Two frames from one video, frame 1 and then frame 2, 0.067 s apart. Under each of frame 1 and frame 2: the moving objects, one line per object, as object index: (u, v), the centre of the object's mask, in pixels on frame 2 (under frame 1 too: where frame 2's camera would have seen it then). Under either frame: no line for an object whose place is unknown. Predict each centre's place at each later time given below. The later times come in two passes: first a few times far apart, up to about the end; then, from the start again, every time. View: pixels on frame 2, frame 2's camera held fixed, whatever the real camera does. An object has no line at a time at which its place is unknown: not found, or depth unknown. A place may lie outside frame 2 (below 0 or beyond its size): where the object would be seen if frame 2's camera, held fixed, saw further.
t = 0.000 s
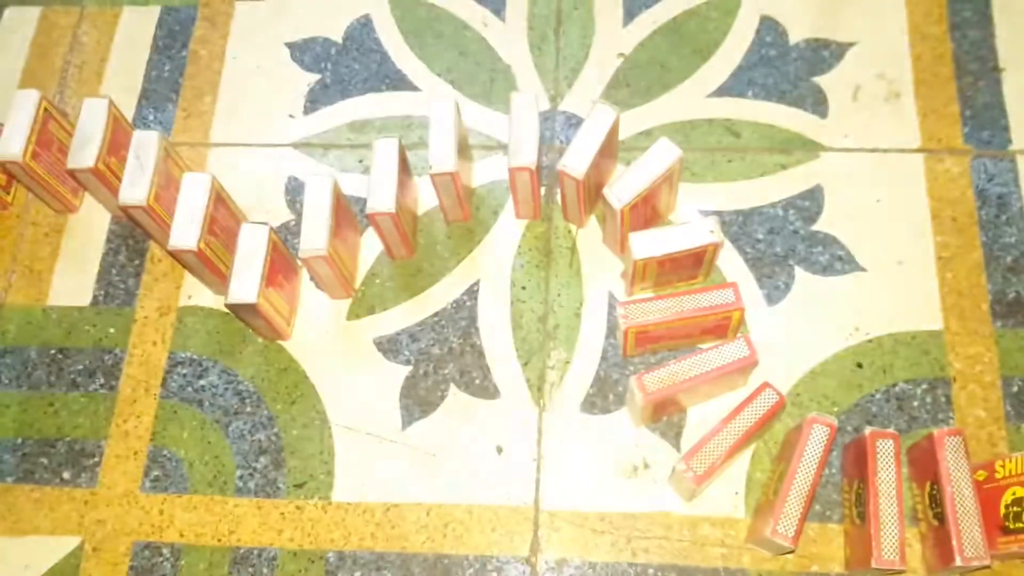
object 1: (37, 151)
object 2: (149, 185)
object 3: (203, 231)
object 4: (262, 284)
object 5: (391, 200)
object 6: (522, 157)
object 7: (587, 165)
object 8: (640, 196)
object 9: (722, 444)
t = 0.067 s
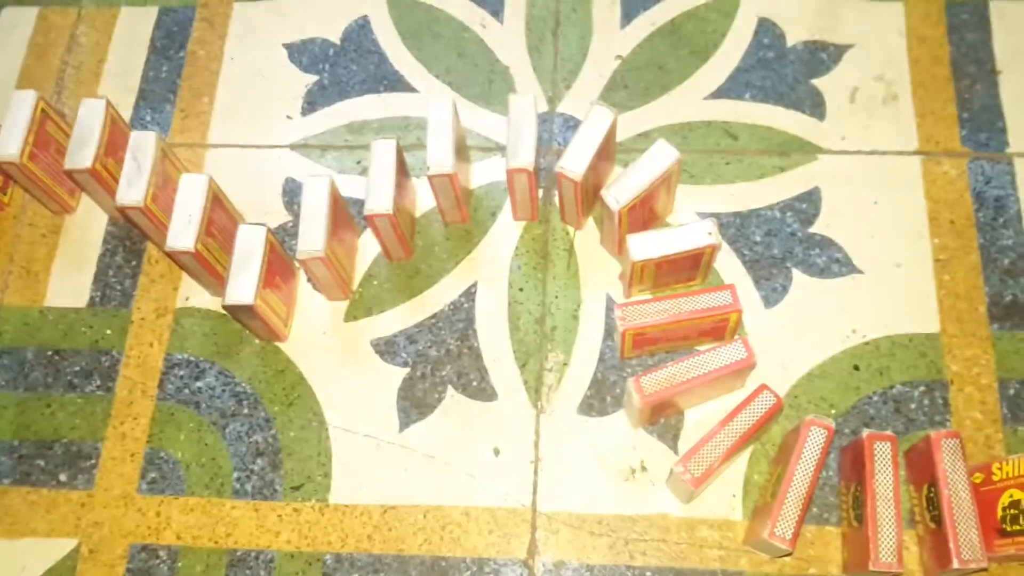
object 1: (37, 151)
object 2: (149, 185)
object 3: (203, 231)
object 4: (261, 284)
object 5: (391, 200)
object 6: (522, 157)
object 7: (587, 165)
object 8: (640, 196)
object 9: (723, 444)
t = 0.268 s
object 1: (36, 152)
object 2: (149, 186)
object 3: (203, 232)
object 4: (262, 285)
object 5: (390, 201)
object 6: (522, 158)
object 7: (586, 165)
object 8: (639, 197)
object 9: (722, 444)
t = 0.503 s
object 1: (71, 149)
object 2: (150, 185)
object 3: (204, 232)
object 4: (262, 284)
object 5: (392, 200)
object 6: (524, 157)
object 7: (588, 165)
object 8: (640, 197)
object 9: (723, 443)
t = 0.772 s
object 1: (116, 162)
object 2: (215, 219)
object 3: (267, 258)
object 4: (314, 299)
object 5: (407, 190)
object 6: (522, 158)
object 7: (586, 166)
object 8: (639, 197)
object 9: (723, 444)
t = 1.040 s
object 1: (116, 162)
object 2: (217, 220)
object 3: (272, 262)
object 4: (333, 307)
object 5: (462, 183)
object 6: (584, 160)
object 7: (635, 187)
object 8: (665, 222)
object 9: (723, 444)
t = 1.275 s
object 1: (116, 162)
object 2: (217, 220)
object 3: (271, 262)
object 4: (332, 307)
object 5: (463, 183)
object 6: (591, 164)
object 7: (645, 200)
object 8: (682, 258)
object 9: (753, 490)
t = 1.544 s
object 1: (116, 162)
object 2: (217, 220)
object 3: (272, 262)
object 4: (332, 307)
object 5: (462, 184)
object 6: (590, 165)
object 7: (645, 200)
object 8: (682, 258)
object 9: (754, 490)
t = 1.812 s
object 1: (117, 162)
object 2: (218, 220)
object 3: (272, 262)
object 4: (333, 307)
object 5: (463, 184)
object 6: (591, 165)
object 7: (646, 200)
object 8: (683, 259)
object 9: (754, 490)
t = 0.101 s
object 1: (37, 151)
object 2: (148, 185)
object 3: (202, 231)
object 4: (261, 284)
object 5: (390, 200)
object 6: (521, 157)
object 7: (586, 164)
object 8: (639, 196)
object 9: (722, 444)
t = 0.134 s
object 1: (36, 151)
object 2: (148, 185)
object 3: (202, 231)
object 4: (261, 284)
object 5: (389, 200)
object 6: (521, 156)
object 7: (585, 164)
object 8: (639, 196)
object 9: (722, 444)
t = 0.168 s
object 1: (36, 152)
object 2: (149, 186)
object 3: (203, 231)
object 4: (261, 284)
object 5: (390, 200)
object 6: (522, 157)
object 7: (586, 165)
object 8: (639, 196)
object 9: (722, 444)
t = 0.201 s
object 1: (36, 152)
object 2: (149, 186)
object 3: (203, 232)
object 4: (261, 284)
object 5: (390, 201)
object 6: (522, 157)
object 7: (586, 165)
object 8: (639, 197)
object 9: (722, 444)
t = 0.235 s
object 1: (36, 152)
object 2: (149, 186)
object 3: (203, 232)
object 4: (261, 285)
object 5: (390, 201)
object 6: (522, 157)
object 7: (586, 165)
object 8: (639, 197)
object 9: (722, 444)
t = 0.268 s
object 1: (36, 152)
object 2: (149, 186)
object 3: (203, 232)
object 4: (262, 285)
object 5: (390, 201)
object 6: (522, 158)
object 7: (586, 165)
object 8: (639, 197)
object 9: (722, 444)
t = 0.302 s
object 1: (36, 152)
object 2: (149, 186)
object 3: (203, 232)
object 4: (262, 285)
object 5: (390, 201)
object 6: (522, 158)
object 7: (587, 166)
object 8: (639, 197)
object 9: (723, 444)
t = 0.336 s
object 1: (36, 152)
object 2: (149, 186)
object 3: (203, 232)
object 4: (262, 285)
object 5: (390, 201)
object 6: (523, 157)
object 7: (587, 165)
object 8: (640, 197)
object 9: (723, 444)
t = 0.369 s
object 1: (37, 151)
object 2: (149, 186)
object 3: (203, 232)
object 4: (262, 284)
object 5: (390, 200)
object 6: (522, 158)
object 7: (586, 165)
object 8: (639, 197)
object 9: (723, 444)
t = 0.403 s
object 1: (36, 151)
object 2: (149, 185)
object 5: (390, 200)
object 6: (522, 157)
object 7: (586, 165)
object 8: (639, 197)
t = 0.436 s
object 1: (43, 150)
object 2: (149, 185)
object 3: (203, 232)
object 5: (390, 201)
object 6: (522, 157)
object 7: (586, 165)
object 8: (639, 197)
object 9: (723, 444)
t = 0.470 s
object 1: (56, 148)
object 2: (150, 185)
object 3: (203, 232)
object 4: (262, 284)
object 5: (391, 200)
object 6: (523, 157)
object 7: (587, 166)
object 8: (640, 197)
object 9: (723, 444)
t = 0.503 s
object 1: (71, 149)
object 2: (150, 185)
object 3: (204, 232)
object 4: (262, 284)
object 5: (392, 200)
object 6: (524, 157)
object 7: (588, 165)
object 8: (640, 197)
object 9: (723, 443)
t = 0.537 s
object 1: (87, 154)
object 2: (152, 184)
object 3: (203, 232)
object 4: (262, 284)
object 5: (392, 201)
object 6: (524, 157)
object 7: (588, 166)
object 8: (640, 197)
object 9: (723, 443)
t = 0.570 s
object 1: (100, 153)
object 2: (162, 180)
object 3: (204, 231)
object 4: (262, 284)
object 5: (391, 200)
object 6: (524, 157)
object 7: (588, 165)
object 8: (640, 197)
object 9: (723, 444)
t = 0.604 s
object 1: (105, 157)
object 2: (176, 189)
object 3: (208, 232)
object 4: (261, 284)
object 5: (390, 200)
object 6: (522, 157)
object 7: (586, 165)
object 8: (639, 197)
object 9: (723, 444)
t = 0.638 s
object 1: (112, 159)
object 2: (184, 209)
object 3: (218, 228)
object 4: (261, 283)
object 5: (389, 201)
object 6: (521, 157)
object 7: (585, 165)
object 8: (638, 197)
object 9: (723, 444)
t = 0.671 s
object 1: (115, 160)
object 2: (200, 215)
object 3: (238, 235)
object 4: (274, 286)
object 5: (390, 201)
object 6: (521, 157)
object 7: (586, 165)
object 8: (638, 196)
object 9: (723, 444)
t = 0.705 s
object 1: (116, 161)
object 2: (197, 214)
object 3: (250, 251)
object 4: (287, 287)
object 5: (390, 200)
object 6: (522, 157)
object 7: (586, 165)
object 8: (639, 197)
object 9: (723, 444)
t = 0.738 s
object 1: (116, 162)
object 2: (213, 217)
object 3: (261, 255)
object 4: (303, 293)
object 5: (392, 199)
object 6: (522, 158)
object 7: (586, 165)
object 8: (638, 197)
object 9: (723, 444)
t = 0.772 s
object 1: (116, 162)
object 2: (215, 219)
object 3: (267, 258)
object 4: (314, 299)
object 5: (407, 190)
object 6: (522, 158)
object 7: (586, 166)
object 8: (639, 197)
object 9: (723, 444)
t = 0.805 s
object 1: (117, 162)
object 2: (217, 219)
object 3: (270, 260)
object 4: (324, 303)
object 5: (423, 183)
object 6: (523, 158)
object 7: (587, 166)
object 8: (640, 197)
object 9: (723, 444)
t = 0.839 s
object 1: (117, 162)
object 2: (217, 220)
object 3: (271, 262)
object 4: (330, 307)
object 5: (436, 177)
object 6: (523, 158)
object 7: (587, 166)
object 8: (640, 197)
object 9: (723, 444)
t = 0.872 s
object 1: (116, 162)
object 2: (217, 220)
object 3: (271, 262)
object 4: (332, 308)
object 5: (446, 176)
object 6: (530, 156)
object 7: (586, 166)
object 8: (639, 197)
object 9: (723, 444)
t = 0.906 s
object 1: (117, 161)
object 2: (217, 219)
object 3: (272, 262)
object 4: (332, 307)
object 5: (453, 178)
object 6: (542, 156)
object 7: (590, 165)
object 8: (639, 197)
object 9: (723, 444)
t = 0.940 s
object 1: (116, 162)
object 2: (217, 220)
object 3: (272, 262)
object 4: (332, 307)
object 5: (457, 180)
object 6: (554, 156)
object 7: (600, 166)
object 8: (641, 197)
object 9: (723, 444)
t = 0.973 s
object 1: (117, 162)
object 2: (217, 220)
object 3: (272, 262)
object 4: (333, 307)
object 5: (460, 181)
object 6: (565, 158)
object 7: (613, 170)
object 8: (646, 199)
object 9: (723, 444)
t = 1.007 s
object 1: (117, 162)
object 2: (217, 220)
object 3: (272, 262)
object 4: (333, 307)
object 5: (462, 183)
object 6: (576, 158)
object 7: (624, 177)
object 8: (661, 205)
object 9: (723, 444)
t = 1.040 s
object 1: (116, 162)
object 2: (217, 220)
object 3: (272, 262)
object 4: (333, 307)
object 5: (462, 183)
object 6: (584, 160)
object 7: (635, 187)
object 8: (665, 222)
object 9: (723, 444)
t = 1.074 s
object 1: (117, 162)
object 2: (217, 220)
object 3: (271, 262)
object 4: (332, 307)
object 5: (463, 183)
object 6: (589, 163)
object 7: (641, 195)
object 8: (695, 244)
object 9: (723, 444)
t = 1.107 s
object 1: (117, 162)
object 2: (217, 220)
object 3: (272, 262)
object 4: (332, 307)
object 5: (463, 183)
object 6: (591, 164)
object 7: (644, 199)
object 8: (694, 258)
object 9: (725, 444)
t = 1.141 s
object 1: (117, 162)
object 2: (217, 220)
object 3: (272, 262)
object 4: (333, 307)
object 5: (463, 183)
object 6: (591, 164)
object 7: (645, 200)
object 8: (682, 258)
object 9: (729, 457)
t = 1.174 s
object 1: (116, 162)
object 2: (217, 220)
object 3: (271, 262)
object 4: (332, 307)
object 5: (463, 183)
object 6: (591, 164)
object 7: (645, 200)
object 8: (682, 256)
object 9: (737, 469)
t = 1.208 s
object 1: (116, 163)
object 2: (217, 220)
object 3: (271, 262)
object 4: (332, 307)
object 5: (463, 184)
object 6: (590, 164)
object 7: (645, 200)
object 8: (682, 257)
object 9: (743, 481)
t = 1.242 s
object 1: (116, 162)
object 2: (217, 220)
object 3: (271, 262)
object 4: (332, 307)
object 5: (463, 183)
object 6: (591, 164)
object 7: (645, 200)
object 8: (682, 258)
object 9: (750, 487)
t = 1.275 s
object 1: (116, 162)
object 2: (217, 220)
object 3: (271, 262)
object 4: (332, 307)
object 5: (463, 183)
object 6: (591, 164)
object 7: (645, 200)
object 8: (682, 258)
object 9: (753, 490)
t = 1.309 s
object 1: (116, 162)
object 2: (217, 220)
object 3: (271, 262)
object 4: (332, 307)
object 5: (462, 183)
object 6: (590, 164)
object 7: (645, 200)
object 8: (682, 258)
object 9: (753, 491)
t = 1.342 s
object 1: (116, 163)
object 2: (217, 220)
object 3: (271, 262)
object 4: (332, 307)
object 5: (462, 183)
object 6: (590, 164)
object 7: (645, 200)
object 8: (682, 258)
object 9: (753, 491)
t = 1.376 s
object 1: (116, 163)
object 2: (217, 220)
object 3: (271, 262)
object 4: (332, 307)
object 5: (462, 183)
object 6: (590, 165)
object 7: (645, 200)
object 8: (682, 258)
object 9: (753, 490)
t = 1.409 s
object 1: (116, 162)
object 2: (217, 220)
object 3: (271, 262)
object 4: (332, 307)
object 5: (462, 183)
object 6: (590, 165)
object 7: (645, 200)
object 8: (682, 259)
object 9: (753, 490)
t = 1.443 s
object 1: (116, 163)
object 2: (217, 220)
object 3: (271, 262)
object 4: (332, 307)
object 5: (462, 183)
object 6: (590, 165)
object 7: (645, 200)
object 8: (682, 258)
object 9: (753, 490)
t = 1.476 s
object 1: (116, 162)
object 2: (217, 220)
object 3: (271, 262)
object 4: (332, 307)
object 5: (462, 184)
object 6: (590, 165)
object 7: (645, 201)
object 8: (682, 259)
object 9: (754, 490)
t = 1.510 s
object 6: (590, 165)
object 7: (644, 201)
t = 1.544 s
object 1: (116, 162)
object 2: (217, 220)
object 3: (272, 262)
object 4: (332, 307)
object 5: (462, 184)
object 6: (590, 165)
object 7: (645, 200)
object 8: (682, 258)
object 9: (754, 490)
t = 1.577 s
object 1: (116, 162)
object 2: (217, 220)
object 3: (272, 262)
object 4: (332, 307)
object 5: (463, 184)
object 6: (591, 165)
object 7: (645, 200)
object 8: (682, 258)
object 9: (754, 490)
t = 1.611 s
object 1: (116, 162)
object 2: (217, 220)
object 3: (271, 262)
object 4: (332, 307)
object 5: (463, 184)
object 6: (591, 165)
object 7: (645, 200)
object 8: (682, 258)
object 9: (754, 490)
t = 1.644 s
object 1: (117, 162)
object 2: (217, 220)
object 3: (271, 262)
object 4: (332, 307)
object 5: (463, 184)
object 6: (590, 165)
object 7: (645, 200)
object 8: (682, 258)
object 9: (754, 490)
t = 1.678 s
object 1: (117, 162)
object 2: (217, 220)
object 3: (271, 262)
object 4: (332, 307)
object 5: (462, 183)
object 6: (590, 164)
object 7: (645, 200)
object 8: (682, 258)
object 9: (754, 490)
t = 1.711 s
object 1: (116, 162)
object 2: (217, 220)
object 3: (271, 262)
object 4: (332, 307)
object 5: (462, 184)
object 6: (590, 164)
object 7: (644, 200)
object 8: (682, 258)
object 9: (754, 490)
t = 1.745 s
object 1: (116, 162)
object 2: (217, 220)
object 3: (271, 262)
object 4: (332, 307)
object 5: (462, 184)
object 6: (590, 165)
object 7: (645, 200)
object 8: (682, 258)
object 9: (754, 490)
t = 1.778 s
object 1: (117, 162)
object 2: (217, 220)
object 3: (272, 262)
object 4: (333, 307)
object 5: (463, 184)
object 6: (591, 165)
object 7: (645, 200)
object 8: (683, 258)
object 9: (754, 490)
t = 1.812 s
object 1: (117, 162)
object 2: (218, 220)
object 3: (272, 262)
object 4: (333, 307)
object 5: (463, 184)
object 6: (591, 165)
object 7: (646, 200)
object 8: (683, 259)
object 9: (754, 490)
